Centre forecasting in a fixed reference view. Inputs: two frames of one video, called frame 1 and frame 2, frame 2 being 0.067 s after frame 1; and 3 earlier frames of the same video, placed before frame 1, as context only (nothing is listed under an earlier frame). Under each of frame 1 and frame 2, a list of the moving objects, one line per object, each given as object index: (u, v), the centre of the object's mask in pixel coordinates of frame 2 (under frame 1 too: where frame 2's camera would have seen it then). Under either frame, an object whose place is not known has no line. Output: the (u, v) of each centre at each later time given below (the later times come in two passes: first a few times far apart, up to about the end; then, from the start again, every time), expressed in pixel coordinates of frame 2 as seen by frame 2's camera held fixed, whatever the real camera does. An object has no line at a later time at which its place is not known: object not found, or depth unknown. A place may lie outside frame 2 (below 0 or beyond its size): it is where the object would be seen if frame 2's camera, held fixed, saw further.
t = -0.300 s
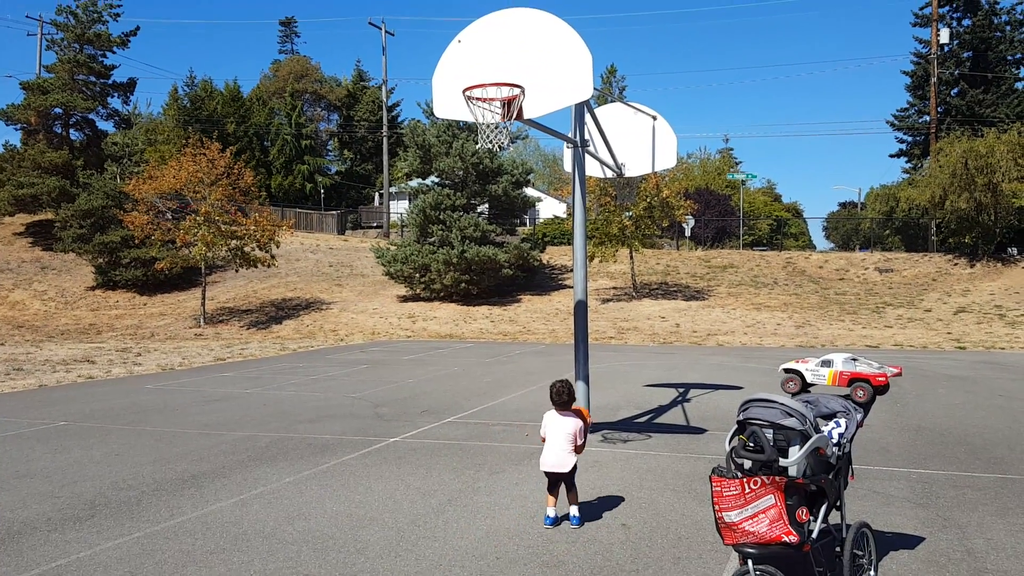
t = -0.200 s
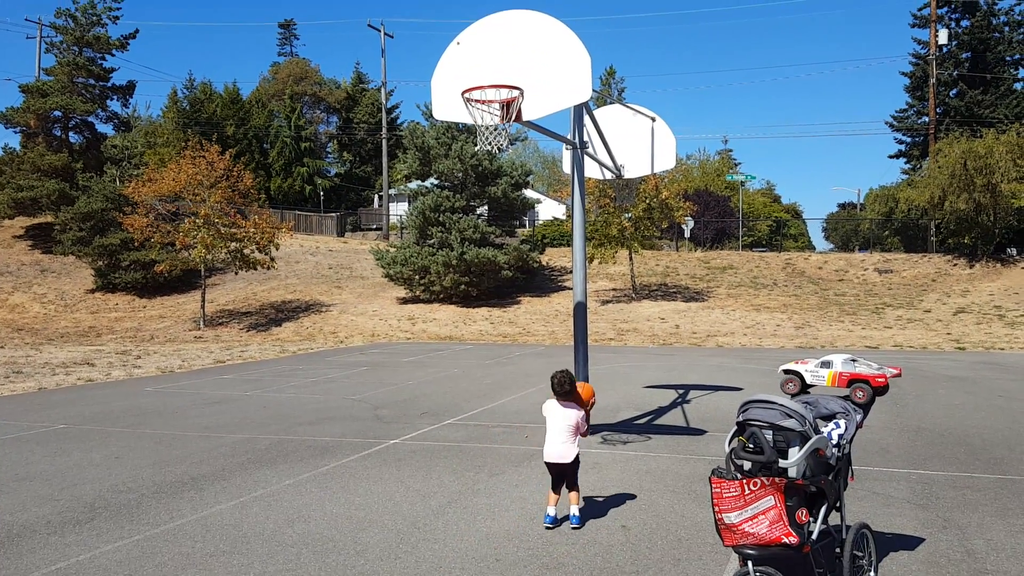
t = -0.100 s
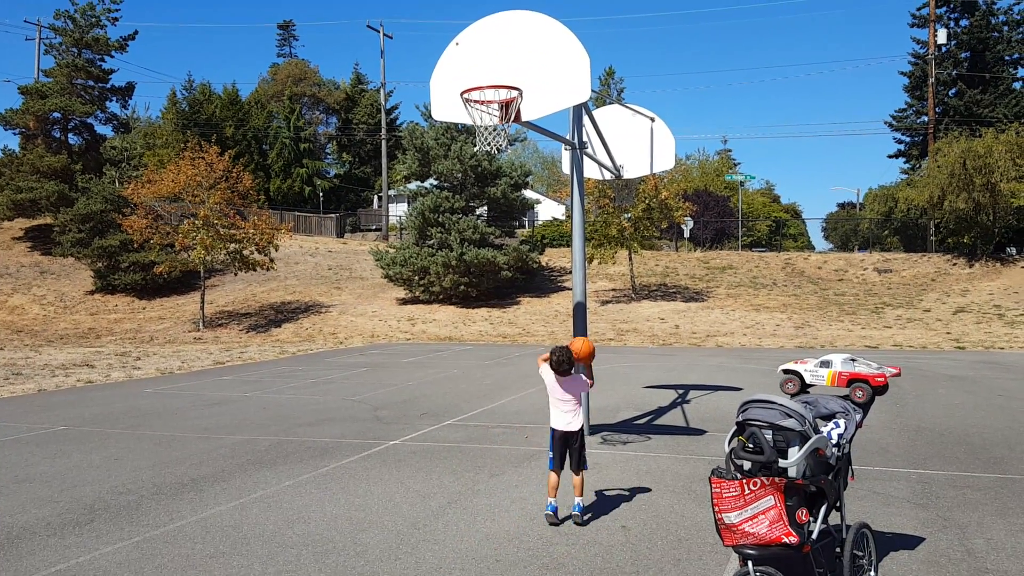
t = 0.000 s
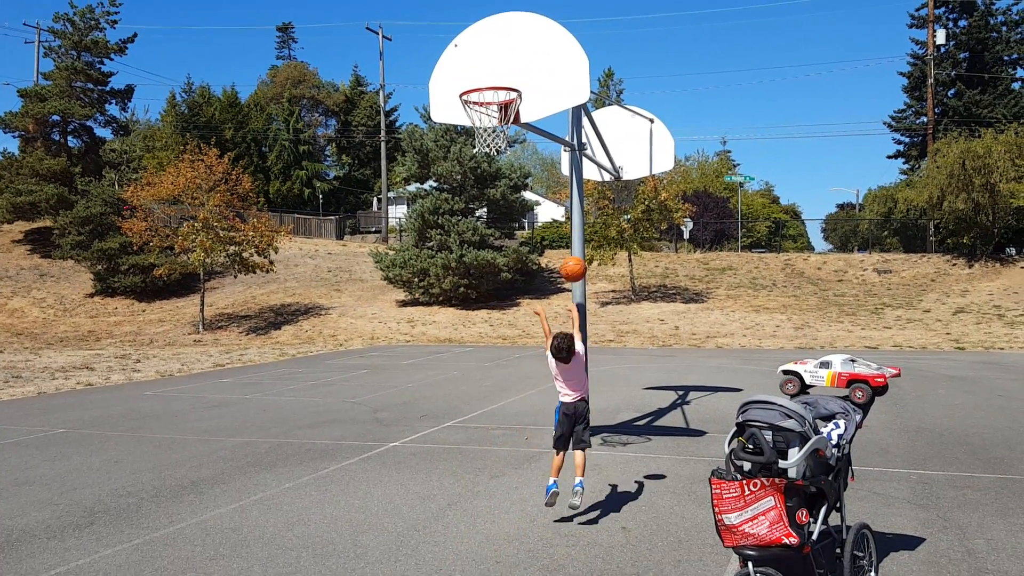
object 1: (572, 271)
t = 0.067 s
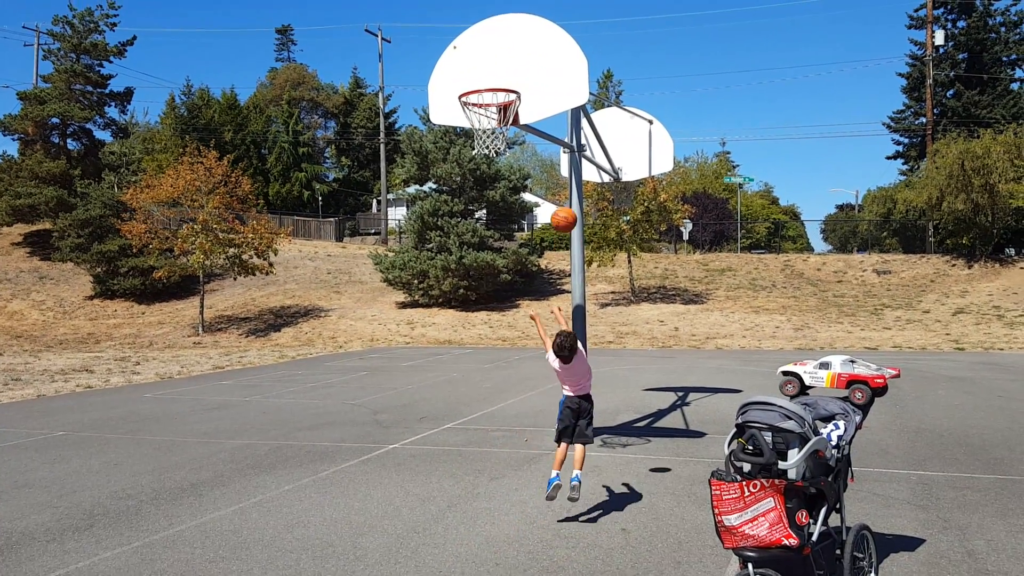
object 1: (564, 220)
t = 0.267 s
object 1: (538, 111)
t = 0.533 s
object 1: (507, 56)
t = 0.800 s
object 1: (482, 95)
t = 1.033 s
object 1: (489, 79)
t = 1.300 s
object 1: (481, 78)
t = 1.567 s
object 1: (488, 112)
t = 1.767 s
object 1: (495, 196)
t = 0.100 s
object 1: (559, 197)
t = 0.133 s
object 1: (555, 177)
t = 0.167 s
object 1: (551, 158)
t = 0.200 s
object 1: (546, 140)
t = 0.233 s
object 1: (542, 125)
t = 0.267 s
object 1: (538, 111)
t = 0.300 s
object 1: (534, 98)
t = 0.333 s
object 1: (530, 88)
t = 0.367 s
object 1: (526, 78)
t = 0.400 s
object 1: (522, 71)
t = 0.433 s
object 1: (518, 65)
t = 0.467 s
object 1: (514, 60)
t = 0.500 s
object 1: (511, 57)
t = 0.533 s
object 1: (507, 56)
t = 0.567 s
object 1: (504, 56)
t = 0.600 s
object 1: (500, 57)
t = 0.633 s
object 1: (497, 60)
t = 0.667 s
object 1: (494, 65)
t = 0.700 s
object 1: (491, 70)
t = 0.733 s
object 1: (488, 77)
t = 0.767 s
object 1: (485, 86)
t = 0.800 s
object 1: (482, 95)
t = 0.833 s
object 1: (485, 91)
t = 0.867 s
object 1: (488, 88)
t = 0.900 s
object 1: (491, 86)
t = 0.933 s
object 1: (494, 86)
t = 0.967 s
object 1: (494, 81)
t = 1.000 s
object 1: (491, 79)
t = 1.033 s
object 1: (489, 79)
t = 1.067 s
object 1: (486, 79)
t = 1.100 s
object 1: (484, 80)
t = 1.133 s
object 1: (481, 83)
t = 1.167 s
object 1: (479, 90)
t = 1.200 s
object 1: (479, 89)
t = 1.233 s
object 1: (479, 81)
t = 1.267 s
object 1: (480, 79)
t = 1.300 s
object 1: (481, 78)
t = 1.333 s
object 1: (482, 77)
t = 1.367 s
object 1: (483, 78)
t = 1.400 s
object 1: (484, 79)
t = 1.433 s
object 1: (484, 81)
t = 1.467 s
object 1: (485, 84)
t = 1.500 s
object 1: (487, 96)
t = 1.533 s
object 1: (488, 103)
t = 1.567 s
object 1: (488, 112)
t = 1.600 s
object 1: (490, 122)
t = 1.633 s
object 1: (491, 133)
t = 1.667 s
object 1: (492, 148)
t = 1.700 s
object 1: (493, 163)
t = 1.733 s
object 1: (494, 178)
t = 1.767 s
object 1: (495, 196)
